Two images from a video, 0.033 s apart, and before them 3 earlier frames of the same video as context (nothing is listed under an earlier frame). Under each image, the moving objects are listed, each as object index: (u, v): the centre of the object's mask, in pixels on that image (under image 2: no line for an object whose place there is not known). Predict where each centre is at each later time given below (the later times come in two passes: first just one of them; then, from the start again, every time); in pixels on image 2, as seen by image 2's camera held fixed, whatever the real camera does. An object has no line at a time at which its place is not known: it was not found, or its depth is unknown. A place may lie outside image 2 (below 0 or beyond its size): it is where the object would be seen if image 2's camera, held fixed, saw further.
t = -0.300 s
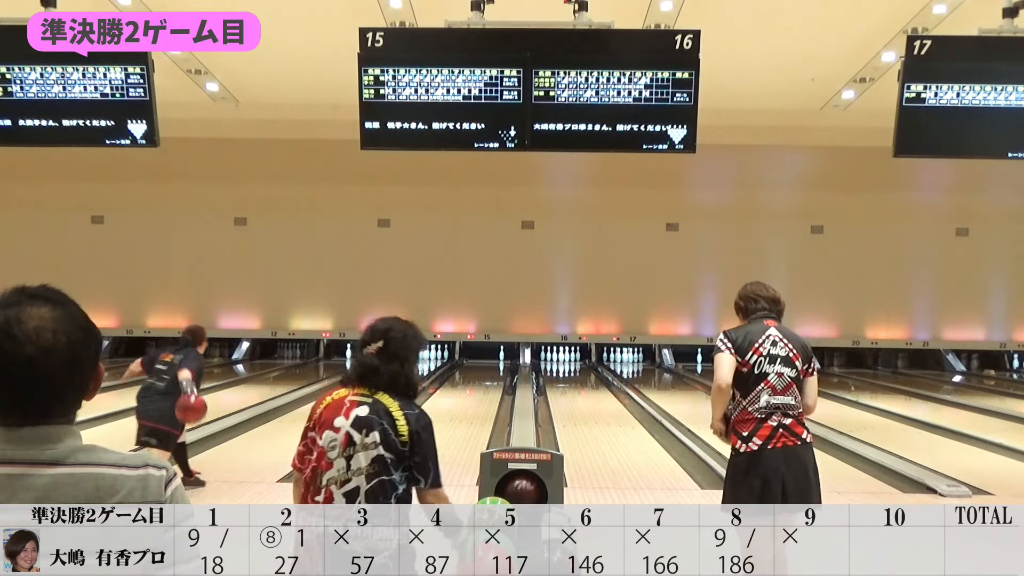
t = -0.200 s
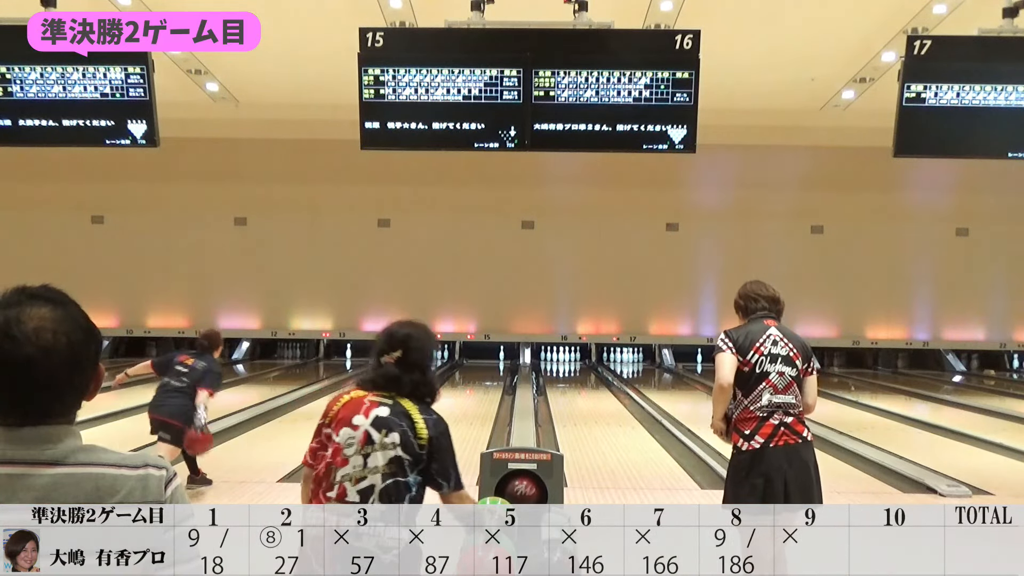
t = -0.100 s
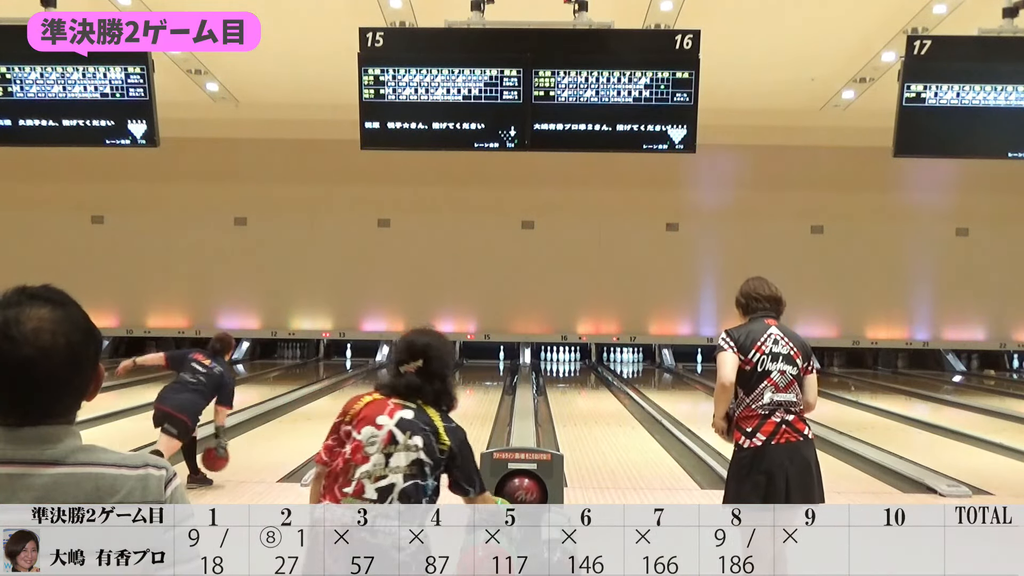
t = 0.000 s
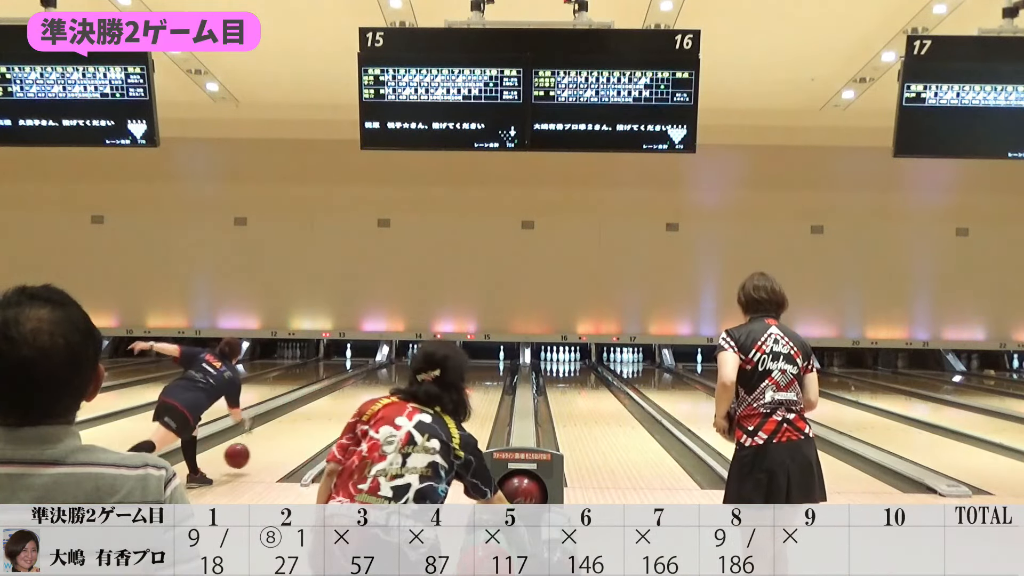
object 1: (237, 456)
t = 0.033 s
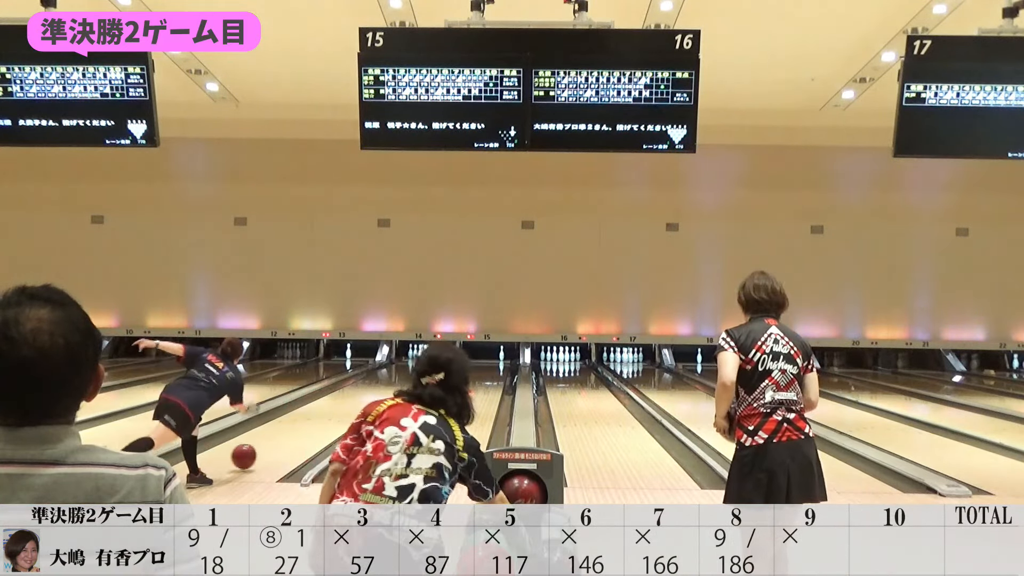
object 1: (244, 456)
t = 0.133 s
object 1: (263, 449)
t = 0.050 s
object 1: (247, 457)
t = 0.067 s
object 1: (250, 455)
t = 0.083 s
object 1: (254, 453)
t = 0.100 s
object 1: (257, 451)
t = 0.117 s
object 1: (260, 450)
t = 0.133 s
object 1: (263, 449)
